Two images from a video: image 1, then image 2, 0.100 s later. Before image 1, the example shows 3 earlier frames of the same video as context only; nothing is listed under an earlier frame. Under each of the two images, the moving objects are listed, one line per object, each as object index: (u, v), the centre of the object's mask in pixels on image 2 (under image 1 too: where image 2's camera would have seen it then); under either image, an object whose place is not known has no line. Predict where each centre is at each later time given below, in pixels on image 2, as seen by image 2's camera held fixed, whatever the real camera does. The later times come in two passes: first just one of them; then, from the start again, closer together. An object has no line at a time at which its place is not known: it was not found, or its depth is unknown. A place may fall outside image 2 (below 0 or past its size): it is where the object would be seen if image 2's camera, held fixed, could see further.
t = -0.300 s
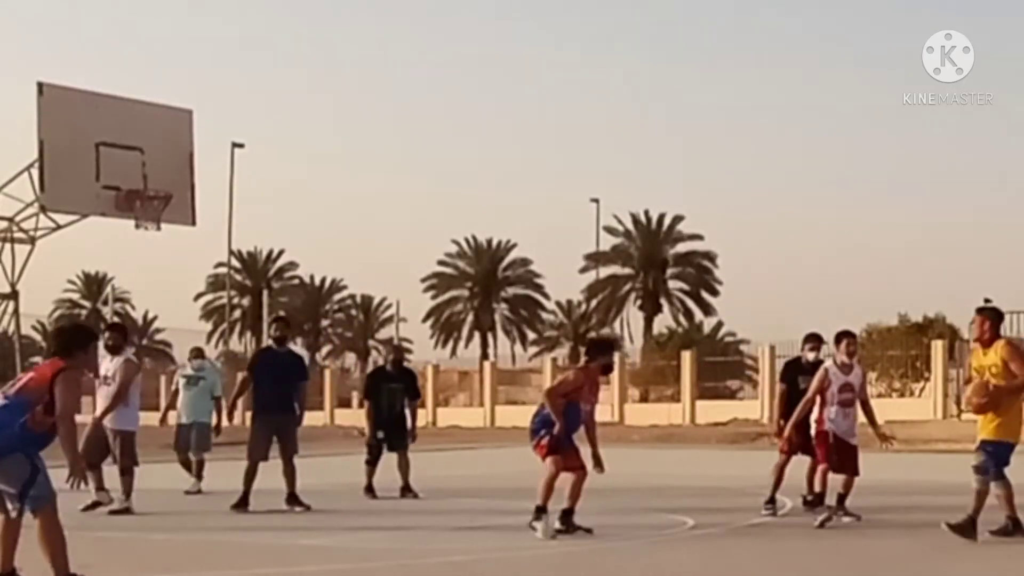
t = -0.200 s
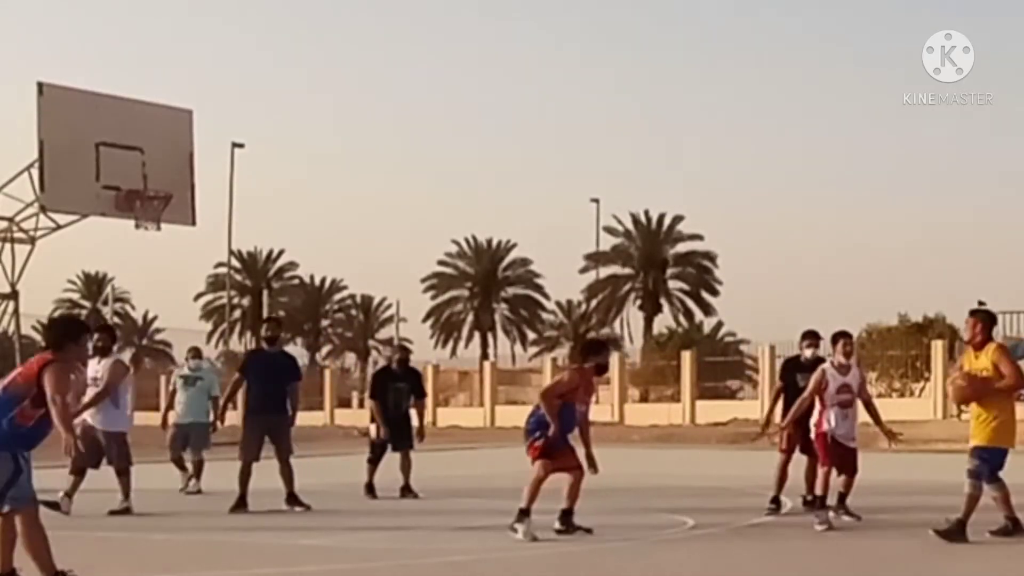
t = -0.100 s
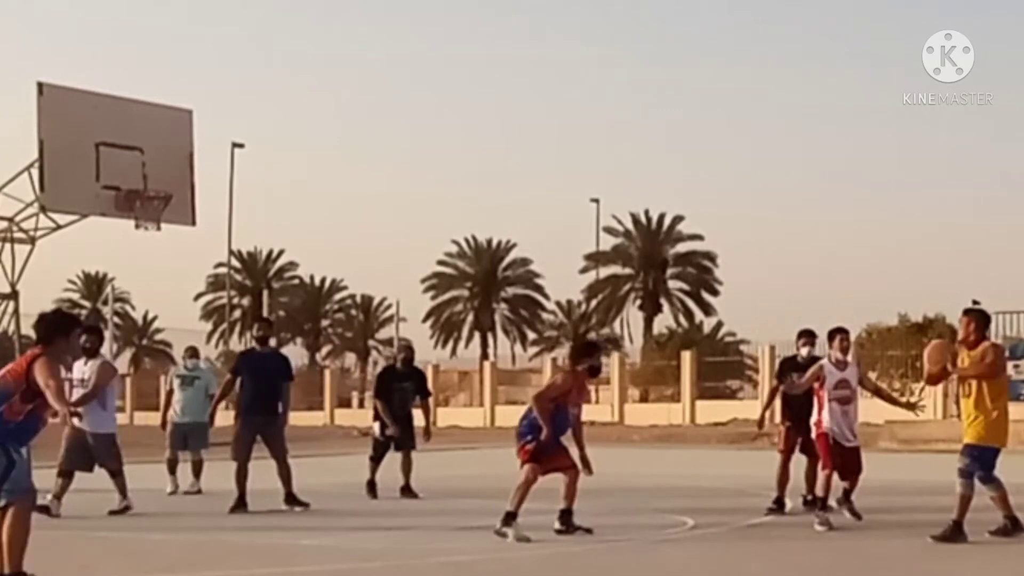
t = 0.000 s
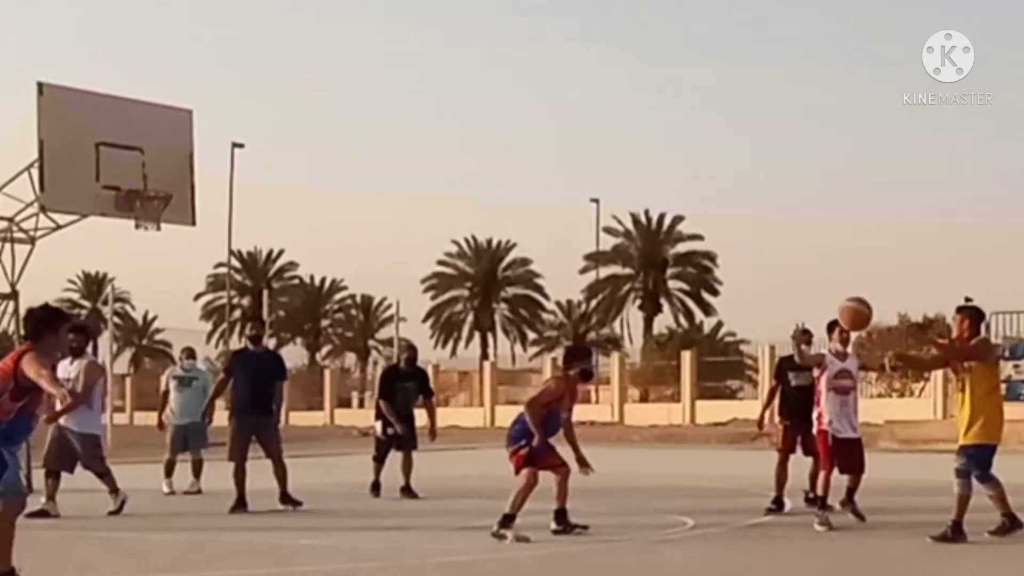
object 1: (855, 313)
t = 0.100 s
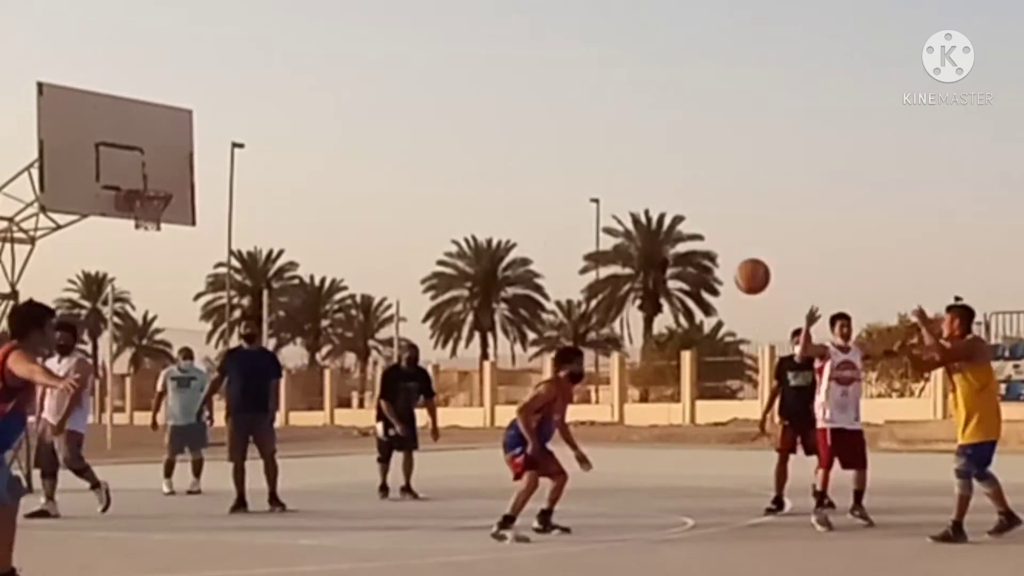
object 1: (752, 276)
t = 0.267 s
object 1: (565, 241)
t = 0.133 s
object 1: (715, 266)
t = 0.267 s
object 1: (565, 241)
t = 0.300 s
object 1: (525, 239)
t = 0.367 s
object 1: (441, 239)
